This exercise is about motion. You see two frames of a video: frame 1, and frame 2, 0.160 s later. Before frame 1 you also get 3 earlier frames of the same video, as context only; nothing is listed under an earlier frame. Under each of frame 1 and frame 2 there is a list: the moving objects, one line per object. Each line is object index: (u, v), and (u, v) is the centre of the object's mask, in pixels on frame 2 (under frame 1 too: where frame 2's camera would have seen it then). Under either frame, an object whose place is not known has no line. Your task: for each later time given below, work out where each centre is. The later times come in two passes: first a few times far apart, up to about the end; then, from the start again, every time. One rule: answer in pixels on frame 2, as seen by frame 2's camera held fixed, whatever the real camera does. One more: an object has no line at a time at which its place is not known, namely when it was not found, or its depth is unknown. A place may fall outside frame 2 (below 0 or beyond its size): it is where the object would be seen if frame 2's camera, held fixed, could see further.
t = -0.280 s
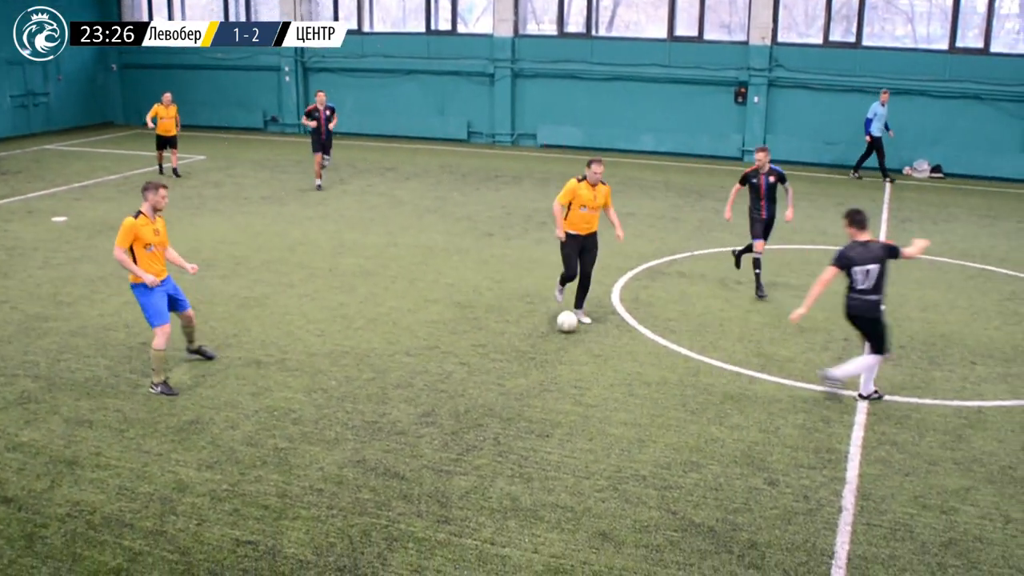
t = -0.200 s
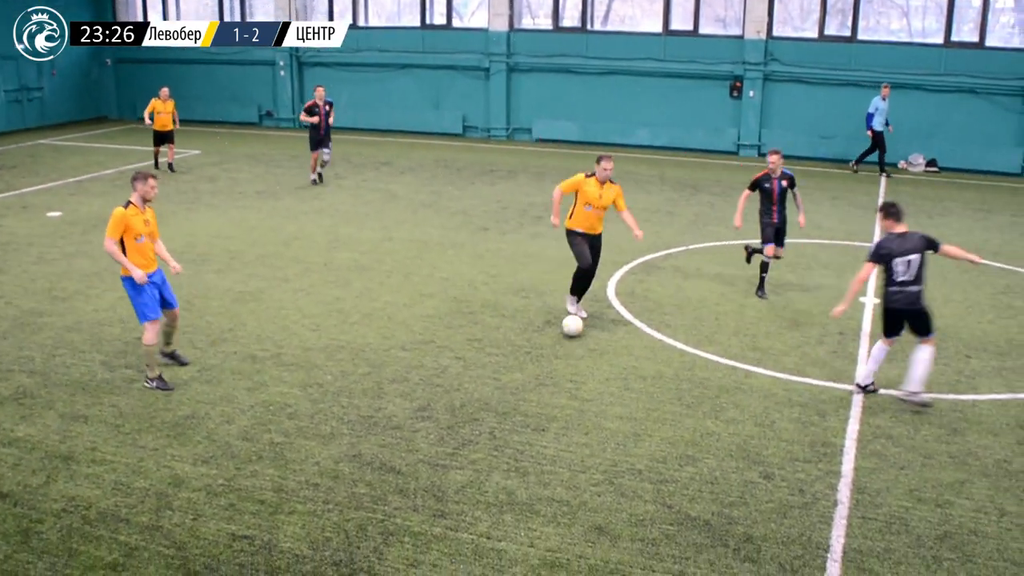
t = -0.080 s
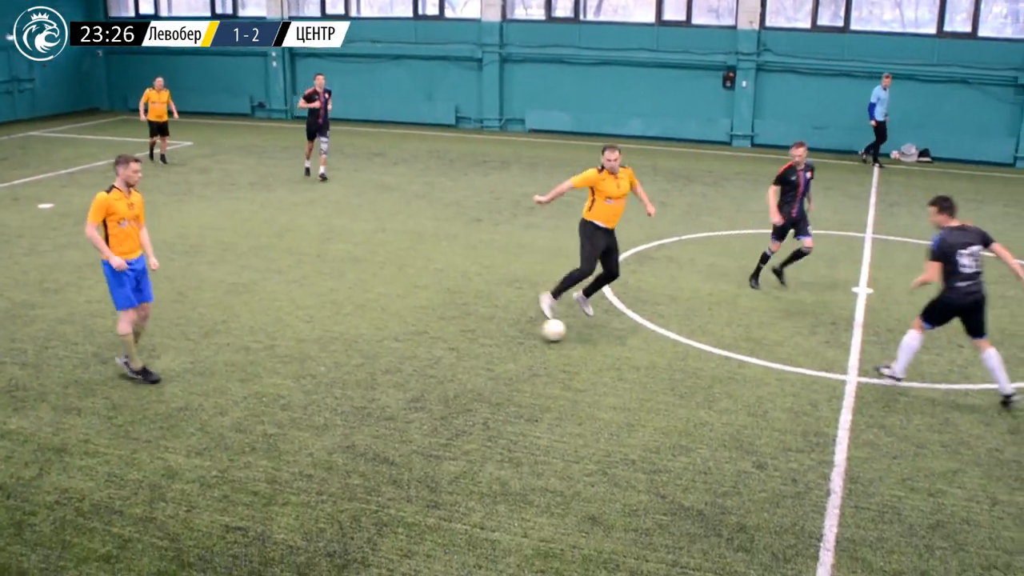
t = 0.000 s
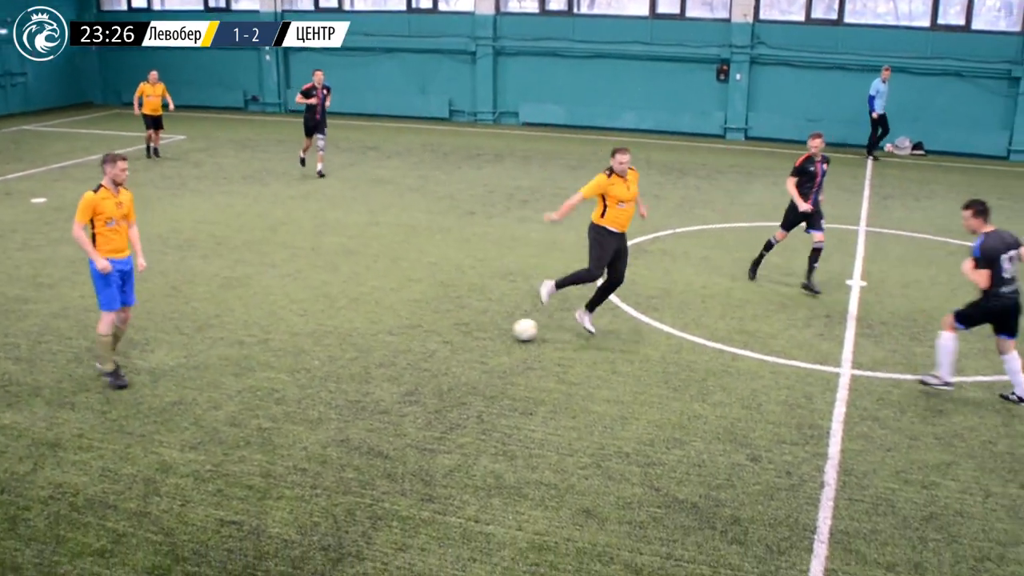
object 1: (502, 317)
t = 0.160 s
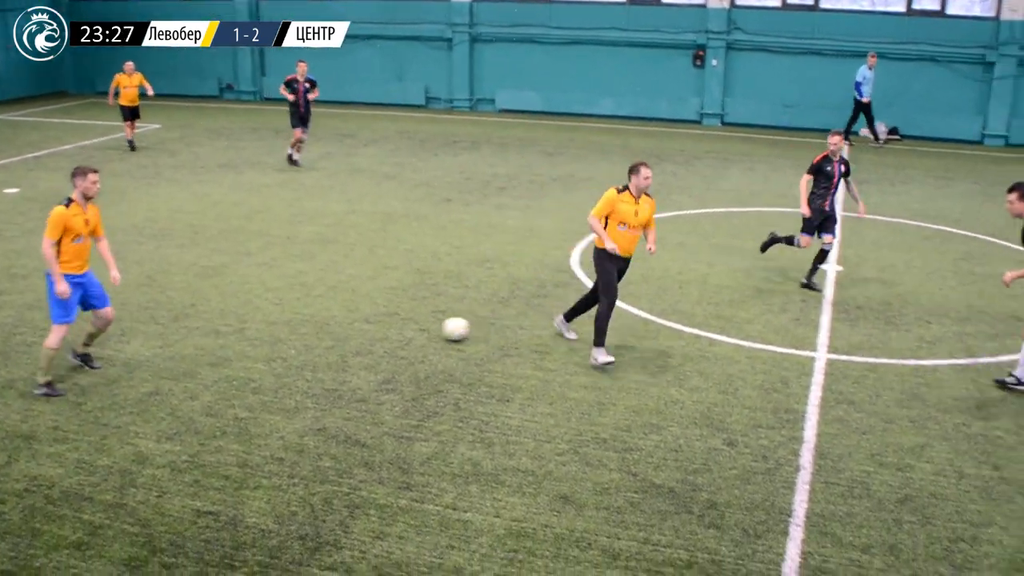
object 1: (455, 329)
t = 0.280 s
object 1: (416, 339)
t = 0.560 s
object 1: (326, 362)
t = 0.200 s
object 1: (442, 333)
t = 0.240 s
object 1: (429, 335)
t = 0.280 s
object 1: (416, 339)
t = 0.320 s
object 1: (404, 342)
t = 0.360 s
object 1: (391, 346)
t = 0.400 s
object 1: (378, 349)
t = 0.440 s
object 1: (365, 352)
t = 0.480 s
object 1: (352, 355)
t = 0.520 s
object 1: (339, 359)
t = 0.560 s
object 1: (326, 362)
